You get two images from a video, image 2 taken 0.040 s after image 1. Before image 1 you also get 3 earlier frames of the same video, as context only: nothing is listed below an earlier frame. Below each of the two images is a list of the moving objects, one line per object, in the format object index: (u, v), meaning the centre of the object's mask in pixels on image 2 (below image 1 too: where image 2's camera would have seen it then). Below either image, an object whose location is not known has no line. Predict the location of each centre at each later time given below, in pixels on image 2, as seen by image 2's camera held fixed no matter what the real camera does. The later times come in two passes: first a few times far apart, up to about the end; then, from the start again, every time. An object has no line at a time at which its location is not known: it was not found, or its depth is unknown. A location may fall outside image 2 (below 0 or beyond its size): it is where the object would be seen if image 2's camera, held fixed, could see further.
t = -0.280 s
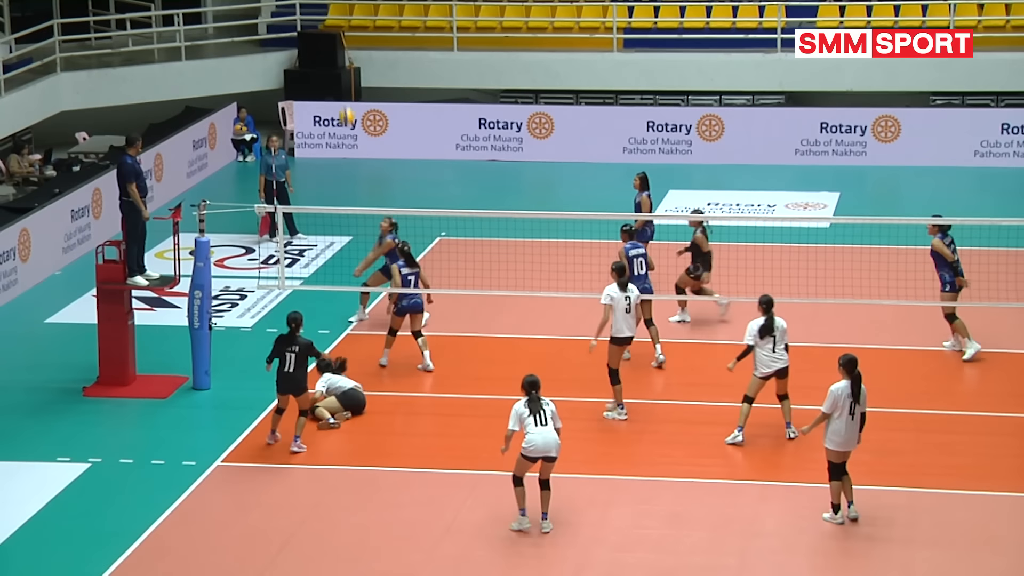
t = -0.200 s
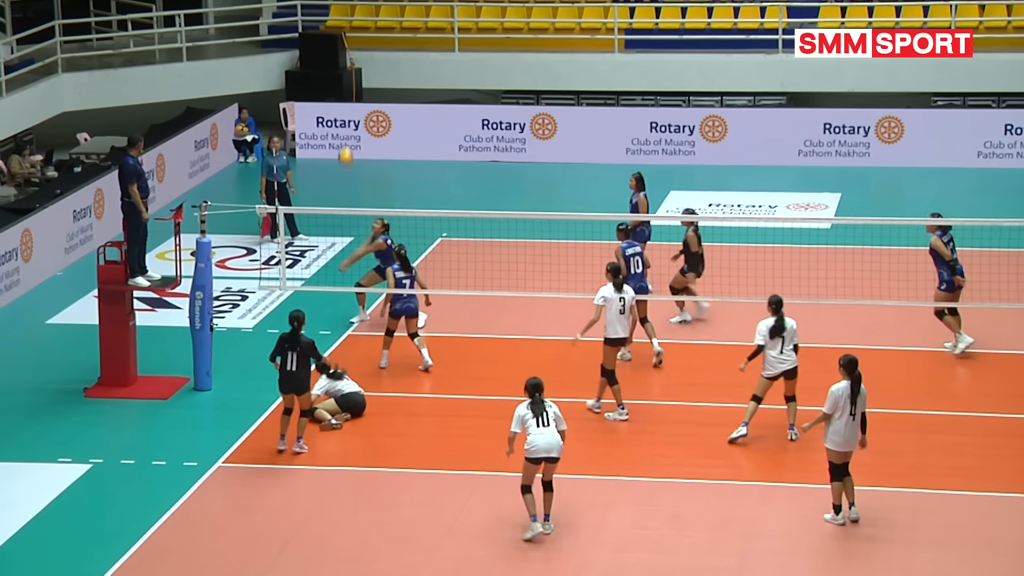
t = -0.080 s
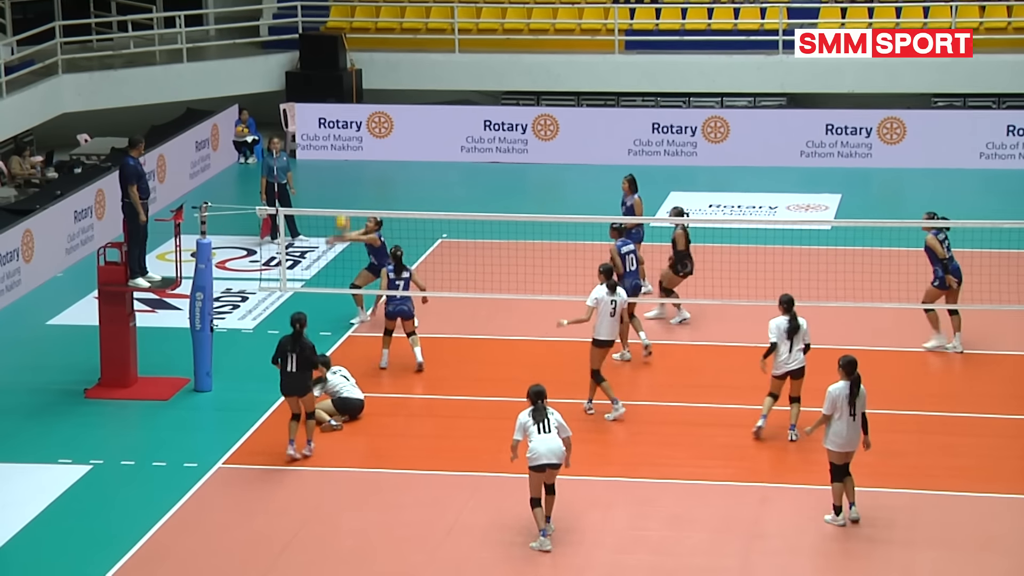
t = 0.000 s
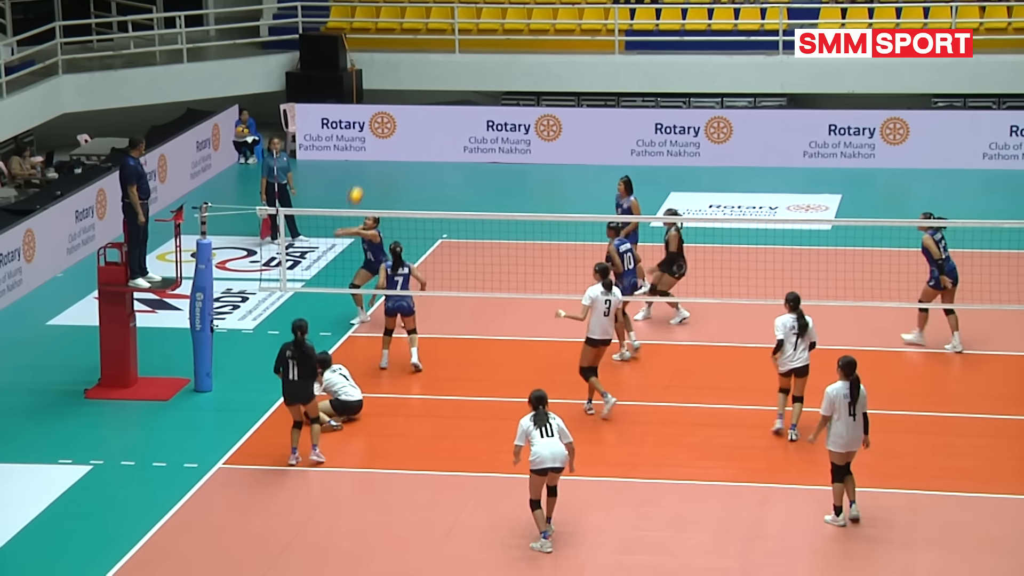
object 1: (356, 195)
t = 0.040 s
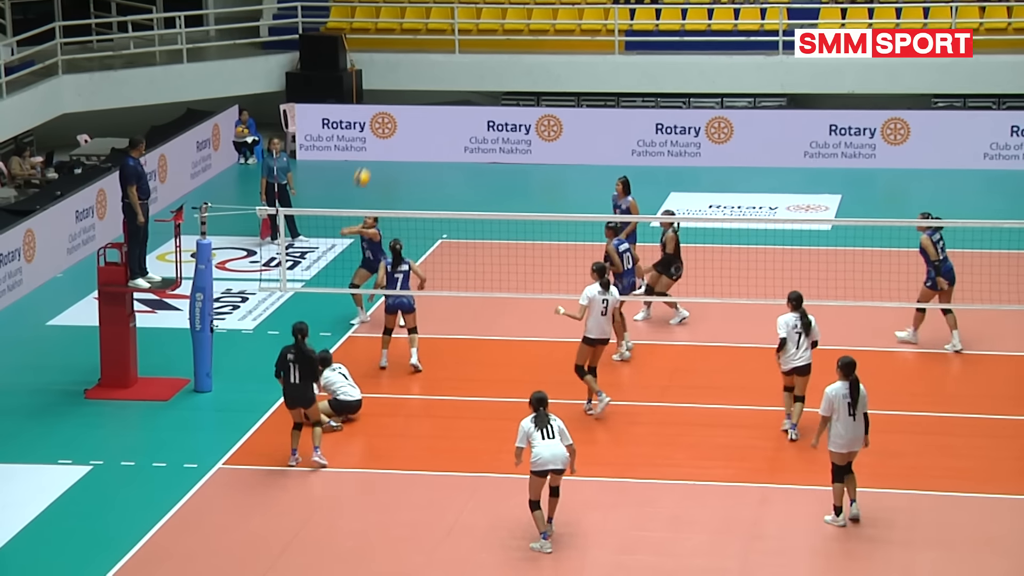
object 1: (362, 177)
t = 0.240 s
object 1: (399, 100)
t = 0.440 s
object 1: (438, 53)
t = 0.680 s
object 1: (485, 38)
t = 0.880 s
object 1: (526, 59)
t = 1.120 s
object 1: (577, 124)
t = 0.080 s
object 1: (369, 160)
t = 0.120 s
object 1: (377, 143)
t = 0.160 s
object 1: (384, 126)
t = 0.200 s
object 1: (392, 112)
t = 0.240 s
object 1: (399, 100)
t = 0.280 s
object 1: (407, 89)
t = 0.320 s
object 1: (415, 78)
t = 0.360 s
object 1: (422, 69)
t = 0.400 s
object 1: (430, 60)
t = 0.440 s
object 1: (438, 53)
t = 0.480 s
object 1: (445, 48)
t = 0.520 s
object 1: (453, 44)
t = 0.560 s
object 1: (462, 41)
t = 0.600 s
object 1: (469, 39)
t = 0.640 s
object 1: (477, 38)
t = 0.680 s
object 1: (485, 38)
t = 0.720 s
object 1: (493, 40)
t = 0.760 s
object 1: (501, 43)
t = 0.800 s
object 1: (509, 47)
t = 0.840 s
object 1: (517, 52)
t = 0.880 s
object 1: (526, 59)
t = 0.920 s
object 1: (534, 67)
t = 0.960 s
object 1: (542, 77)
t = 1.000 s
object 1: (551, 87)
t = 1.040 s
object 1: (559, 98)
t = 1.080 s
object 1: (567, 110)
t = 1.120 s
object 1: (577, 124)
